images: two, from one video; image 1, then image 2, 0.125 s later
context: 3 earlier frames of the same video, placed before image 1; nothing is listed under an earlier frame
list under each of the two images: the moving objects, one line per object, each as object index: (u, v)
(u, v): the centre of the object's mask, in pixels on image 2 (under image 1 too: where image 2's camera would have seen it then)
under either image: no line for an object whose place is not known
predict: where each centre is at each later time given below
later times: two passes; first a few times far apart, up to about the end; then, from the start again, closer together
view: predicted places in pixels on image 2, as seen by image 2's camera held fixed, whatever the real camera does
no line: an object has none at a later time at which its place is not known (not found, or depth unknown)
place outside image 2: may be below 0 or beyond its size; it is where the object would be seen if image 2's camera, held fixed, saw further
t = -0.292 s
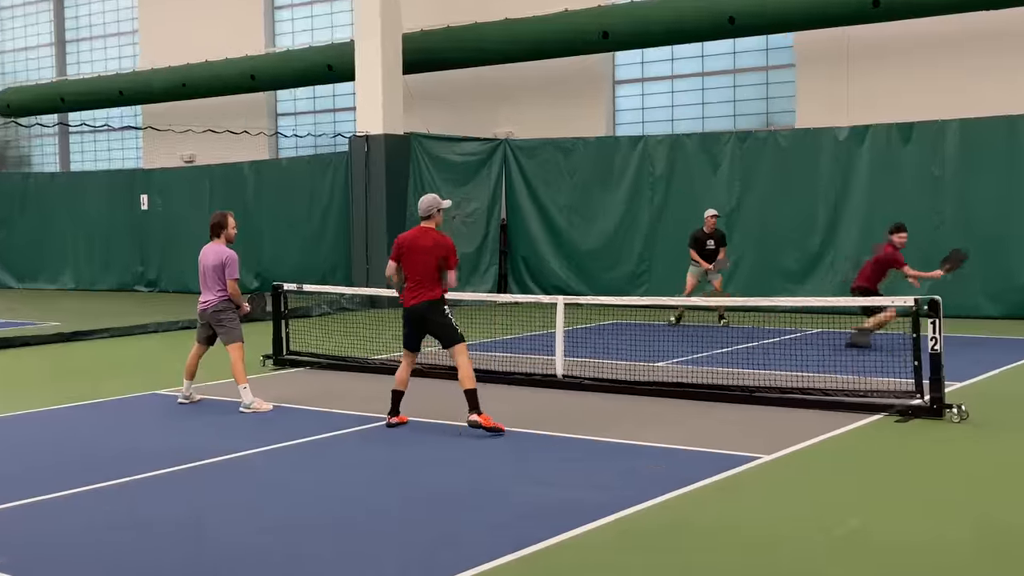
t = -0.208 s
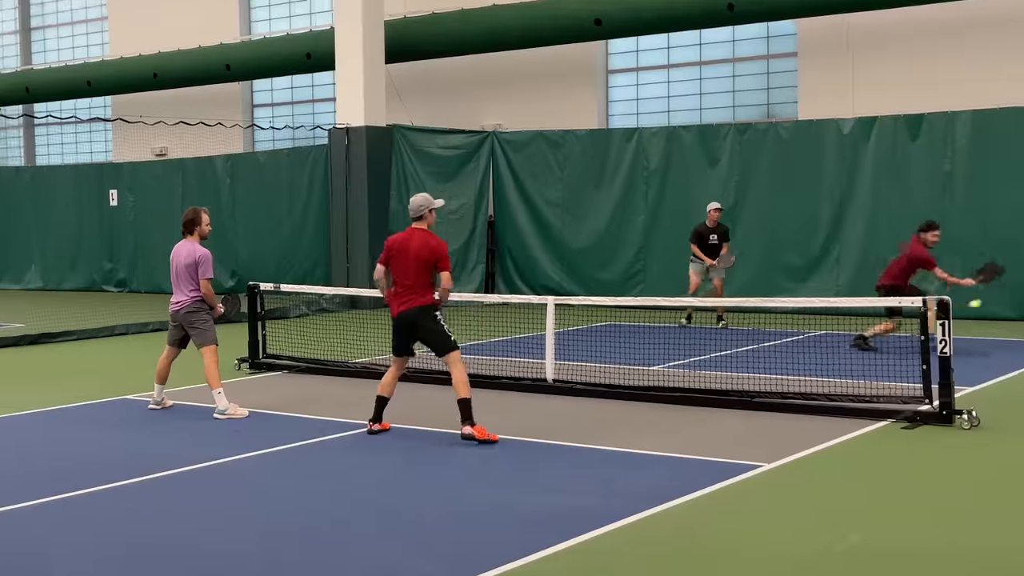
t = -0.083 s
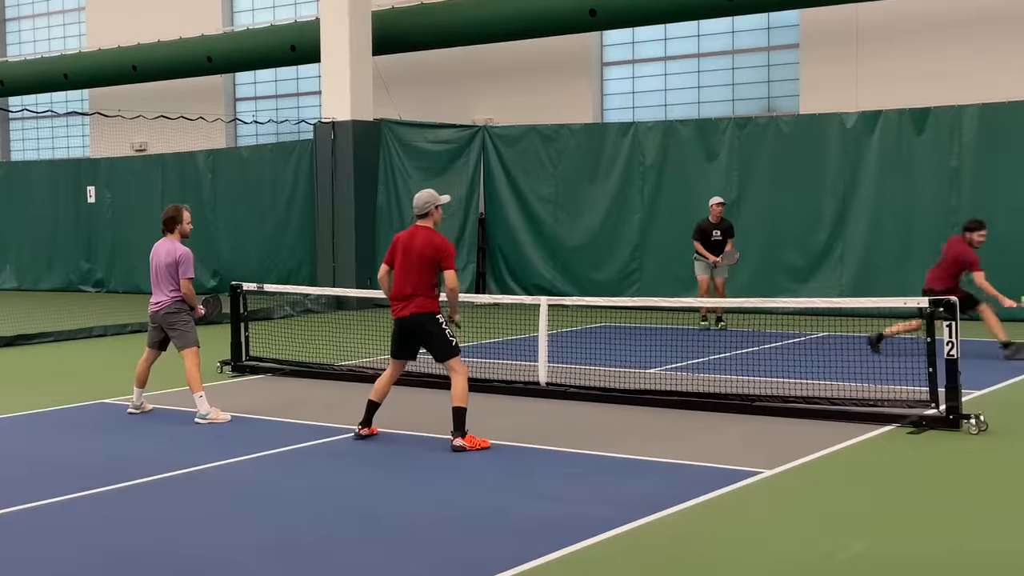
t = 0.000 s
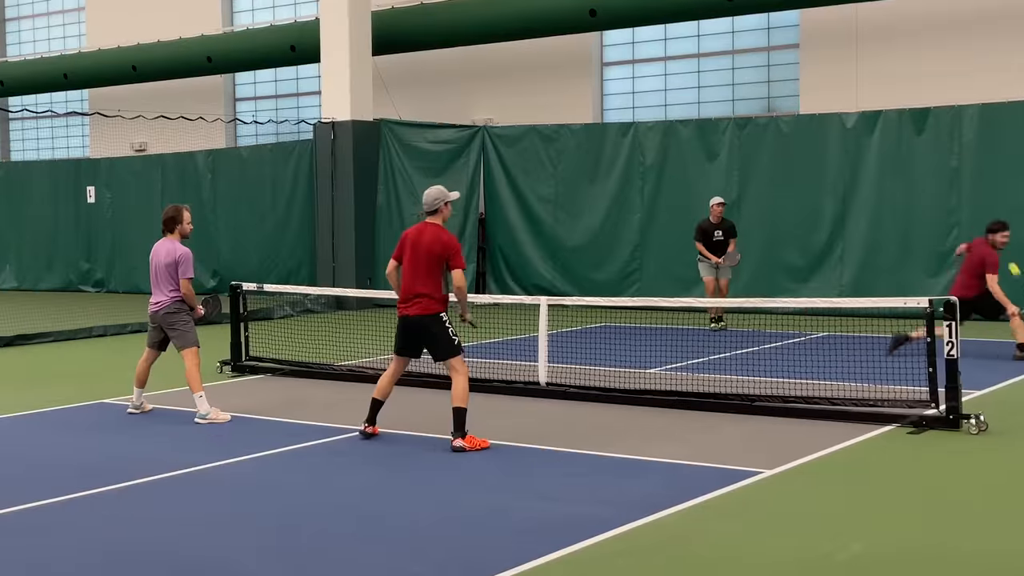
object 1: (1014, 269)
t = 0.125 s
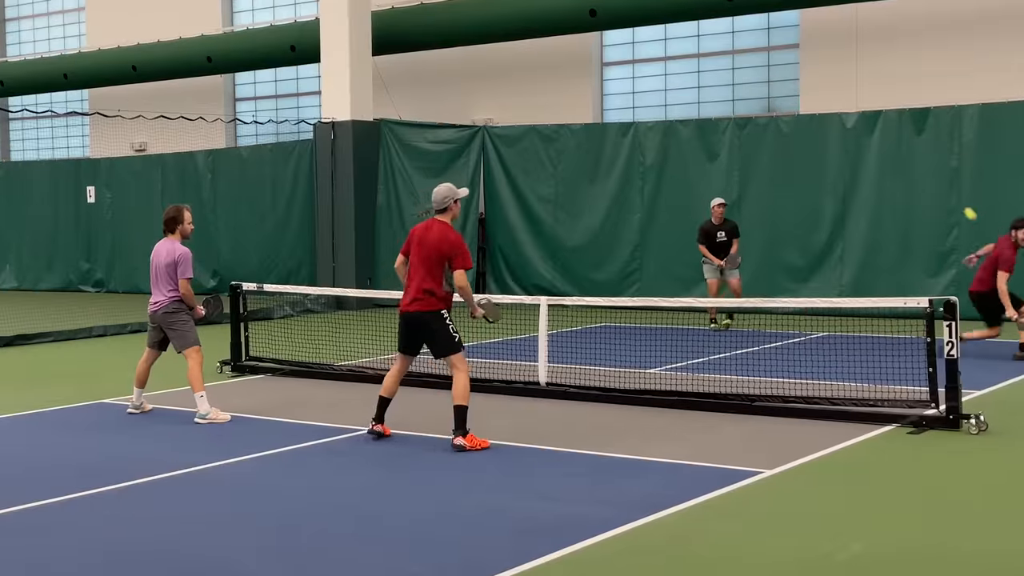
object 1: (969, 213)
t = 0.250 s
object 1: (925, 173)
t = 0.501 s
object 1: (833, 139)
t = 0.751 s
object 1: (734, 172)
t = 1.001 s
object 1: (630, 278)
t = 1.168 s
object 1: (557, 389)
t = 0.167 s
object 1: (955, 198)
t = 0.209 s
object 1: (940, 185)
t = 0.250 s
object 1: (925, 173)
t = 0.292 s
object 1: (910, 163)
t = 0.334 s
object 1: (895, 154)
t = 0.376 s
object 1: (880, 147)
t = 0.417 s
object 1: (864, 143)
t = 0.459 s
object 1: (849, 140)
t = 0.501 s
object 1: (833, 139)
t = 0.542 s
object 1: (817, 139)
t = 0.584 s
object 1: (801, 142)
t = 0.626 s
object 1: (785, 146)
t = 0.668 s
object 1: (768, 153)
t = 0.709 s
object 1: (752, 161)
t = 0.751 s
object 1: (734, 172)
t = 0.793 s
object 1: (718, 184)
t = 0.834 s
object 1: (700, 199)
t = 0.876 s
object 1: (683, 216)
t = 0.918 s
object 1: (665, 234)
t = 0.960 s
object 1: (648, 255)
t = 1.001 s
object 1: (630, 278)
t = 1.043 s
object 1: (612, 301)
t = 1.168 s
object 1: (557, 389)
